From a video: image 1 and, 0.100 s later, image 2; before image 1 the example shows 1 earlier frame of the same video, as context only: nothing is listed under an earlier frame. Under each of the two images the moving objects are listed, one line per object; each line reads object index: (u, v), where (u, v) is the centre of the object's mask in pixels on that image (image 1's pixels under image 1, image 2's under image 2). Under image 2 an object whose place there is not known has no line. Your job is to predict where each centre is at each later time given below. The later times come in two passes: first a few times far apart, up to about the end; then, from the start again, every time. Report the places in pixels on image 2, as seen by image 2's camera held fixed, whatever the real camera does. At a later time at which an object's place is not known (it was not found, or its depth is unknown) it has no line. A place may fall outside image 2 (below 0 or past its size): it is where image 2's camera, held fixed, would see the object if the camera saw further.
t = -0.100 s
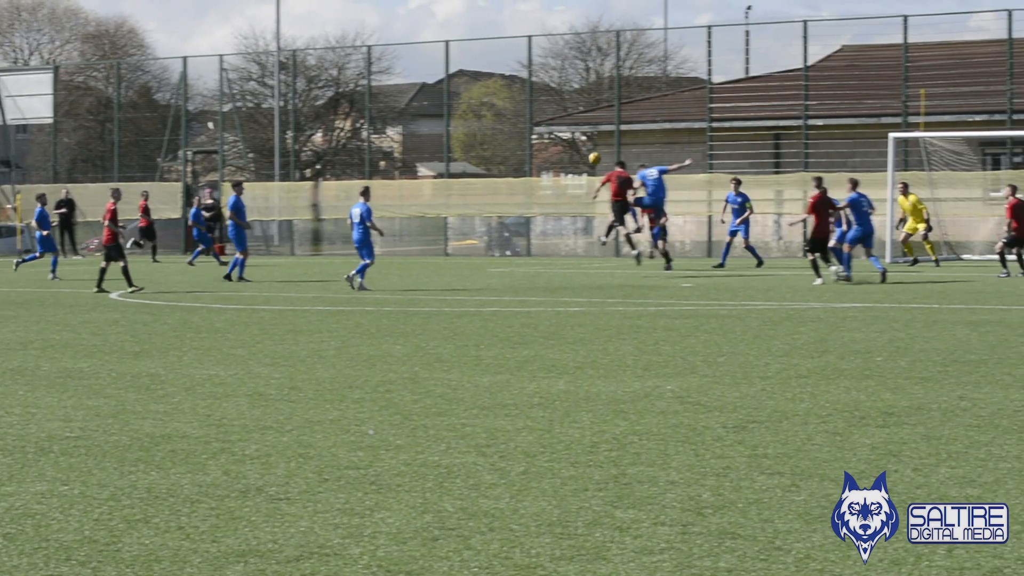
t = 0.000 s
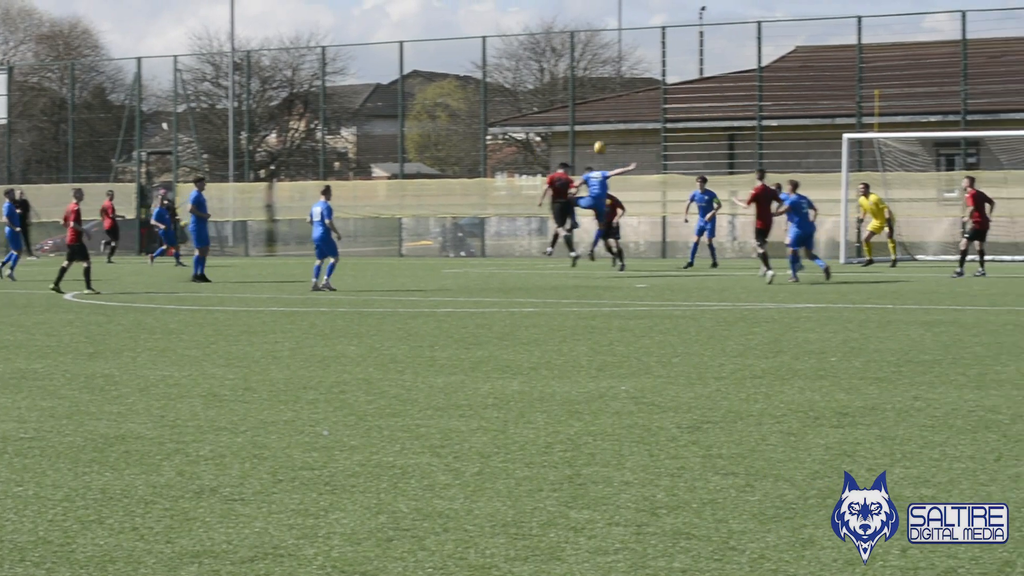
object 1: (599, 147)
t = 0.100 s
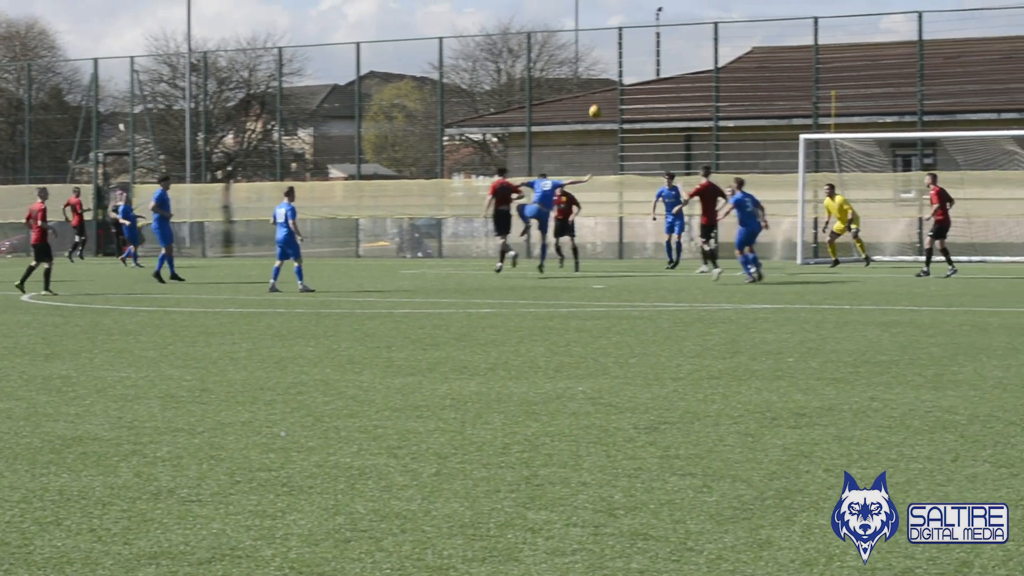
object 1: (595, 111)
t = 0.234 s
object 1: (646, 71)
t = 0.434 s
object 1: (723, 29)
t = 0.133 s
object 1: (608, 100)
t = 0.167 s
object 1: (620, 90)
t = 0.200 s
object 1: (634, 80)
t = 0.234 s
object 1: (646, 71)
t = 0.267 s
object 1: (659, 62)
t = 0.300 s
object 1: (672, 54)
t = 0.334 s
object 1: (685, 47)
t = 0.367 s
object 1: (697, 40)
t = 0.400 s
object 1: (710, 34)
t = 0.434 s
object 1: (723, 29)
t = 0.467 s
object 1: (736, 24)
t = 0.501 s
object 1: (749, 20)
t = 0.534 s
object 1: (762, 16)
